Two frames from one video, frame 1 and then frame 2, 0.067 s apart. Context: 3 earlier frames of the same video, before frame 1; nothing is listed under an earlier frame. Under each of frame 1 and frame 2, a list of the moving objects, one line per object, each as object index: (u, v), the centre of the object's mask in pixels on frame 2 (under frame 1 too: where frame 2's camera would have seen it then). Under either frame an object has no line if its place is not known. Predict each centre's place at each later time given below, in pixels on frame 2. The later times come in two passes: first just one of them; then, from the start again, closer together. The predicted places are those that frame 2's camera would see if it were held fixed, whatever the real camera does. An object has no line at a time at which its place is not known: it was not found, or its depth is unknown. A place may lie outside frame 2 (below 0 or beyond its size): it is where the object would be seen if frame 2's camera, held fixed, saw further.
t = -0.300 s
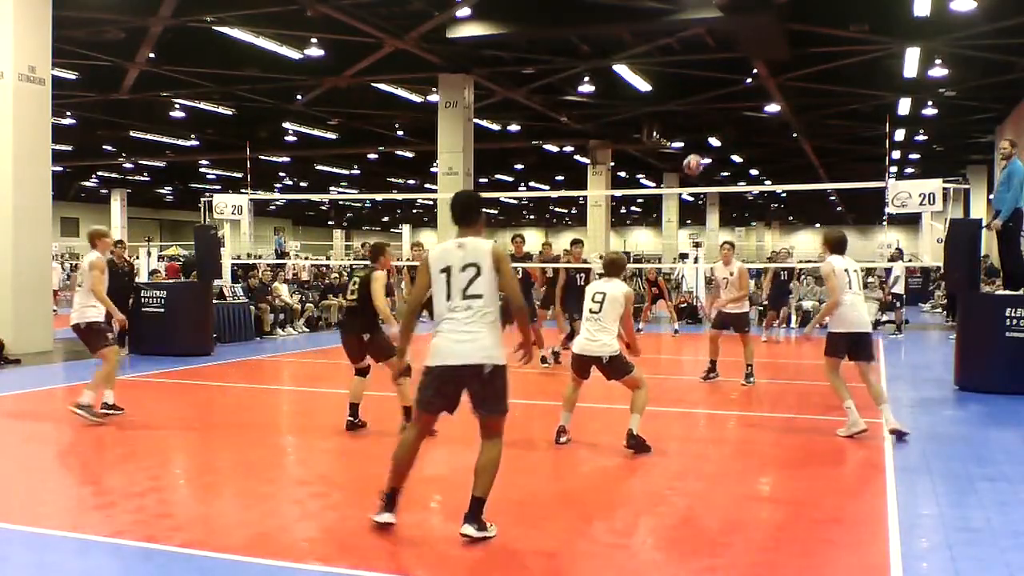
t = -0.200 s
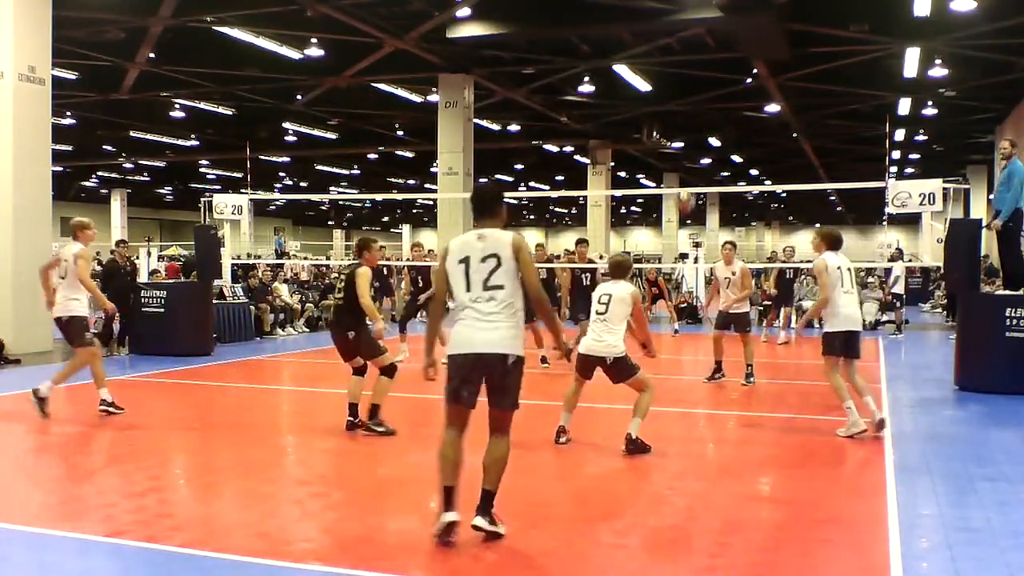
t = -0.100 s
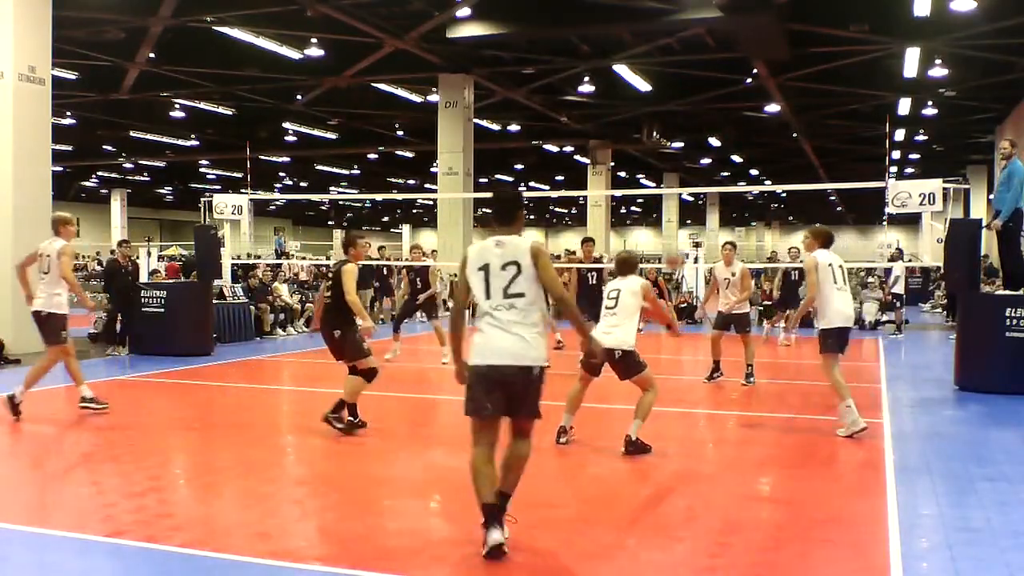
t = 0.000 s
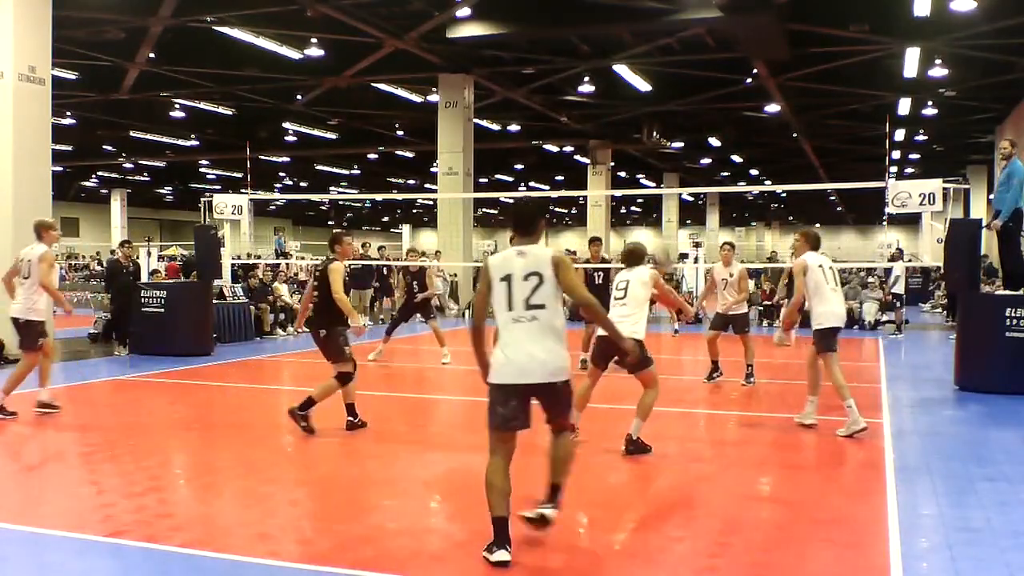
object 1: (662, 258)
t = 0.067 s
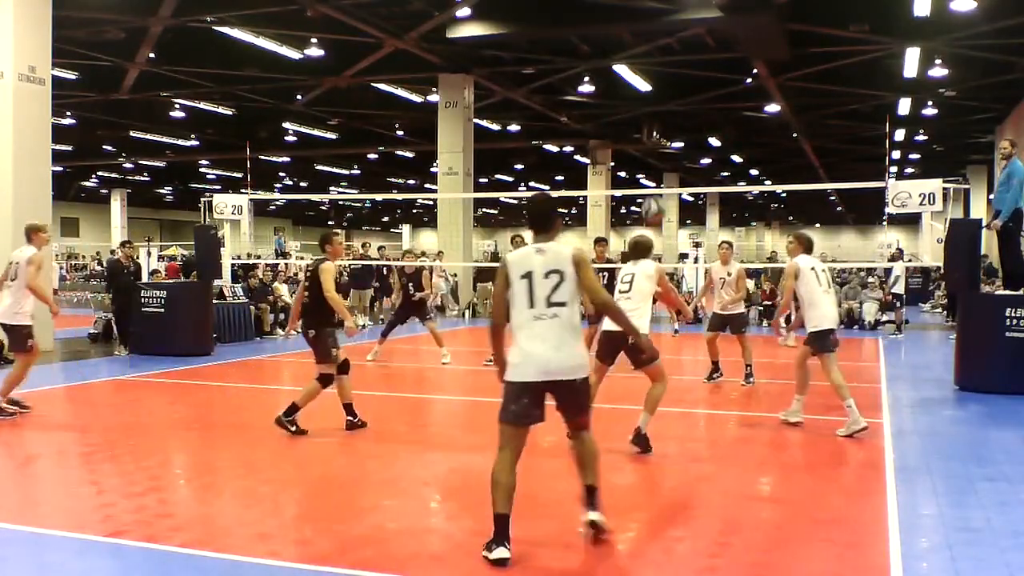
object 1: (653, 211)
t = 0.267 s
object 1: (630, 106)
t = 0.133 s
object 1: (646, 167)
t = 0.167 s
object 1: (642, 151)
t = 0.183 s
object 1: (640, 142)
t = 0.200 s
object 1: (638, 134)
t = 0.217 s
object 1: (636, 127)
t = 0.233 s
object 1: (634, 120)
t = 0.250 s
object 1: (632, 112)
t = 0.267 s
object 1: (630, 106)
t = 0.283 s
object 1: (627, 100)
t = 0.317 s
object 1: (623, 90)
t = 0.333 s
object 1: (621, 86)
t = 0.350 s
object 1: (618, 81)
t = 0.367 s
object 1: (617, 75)
